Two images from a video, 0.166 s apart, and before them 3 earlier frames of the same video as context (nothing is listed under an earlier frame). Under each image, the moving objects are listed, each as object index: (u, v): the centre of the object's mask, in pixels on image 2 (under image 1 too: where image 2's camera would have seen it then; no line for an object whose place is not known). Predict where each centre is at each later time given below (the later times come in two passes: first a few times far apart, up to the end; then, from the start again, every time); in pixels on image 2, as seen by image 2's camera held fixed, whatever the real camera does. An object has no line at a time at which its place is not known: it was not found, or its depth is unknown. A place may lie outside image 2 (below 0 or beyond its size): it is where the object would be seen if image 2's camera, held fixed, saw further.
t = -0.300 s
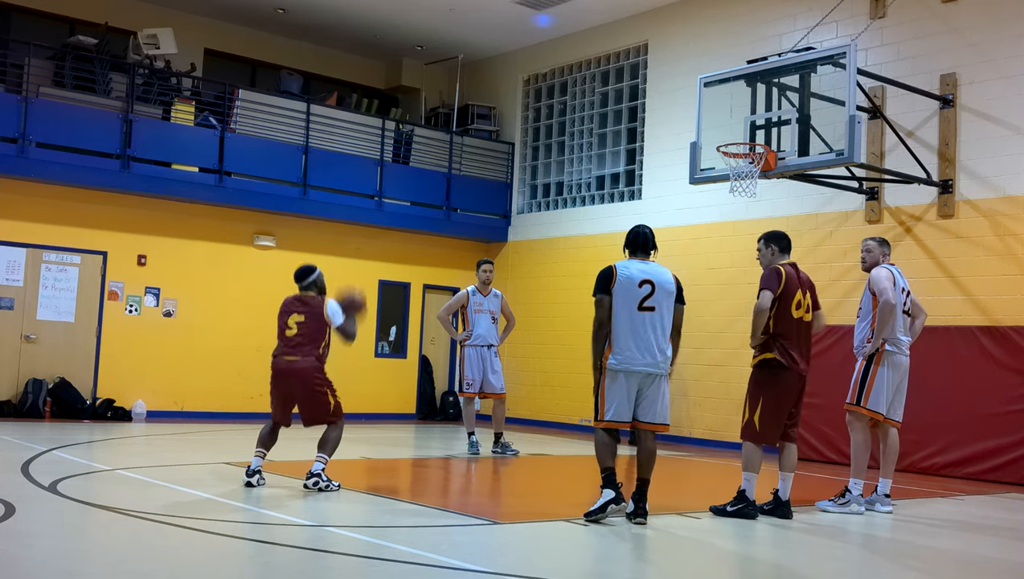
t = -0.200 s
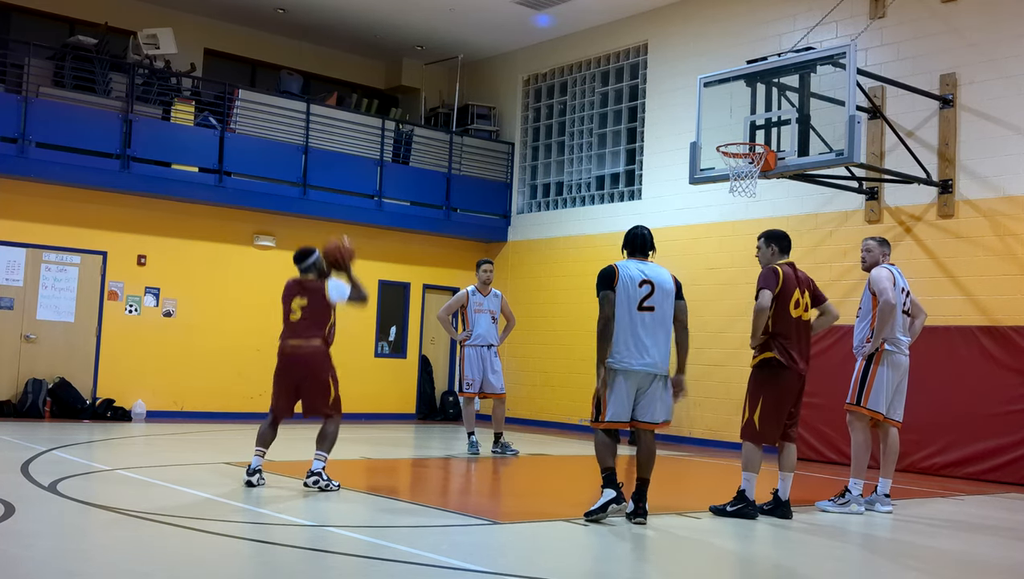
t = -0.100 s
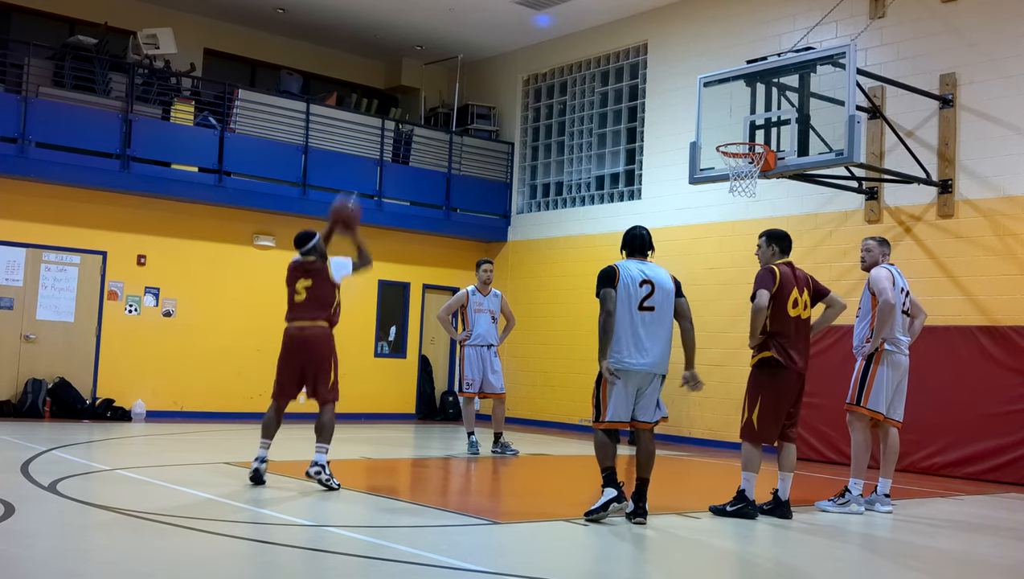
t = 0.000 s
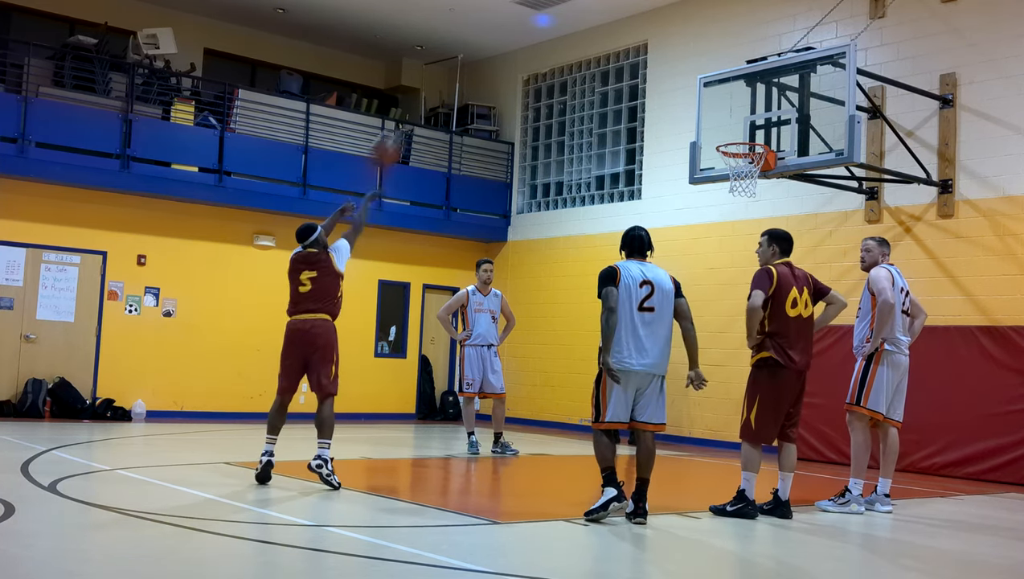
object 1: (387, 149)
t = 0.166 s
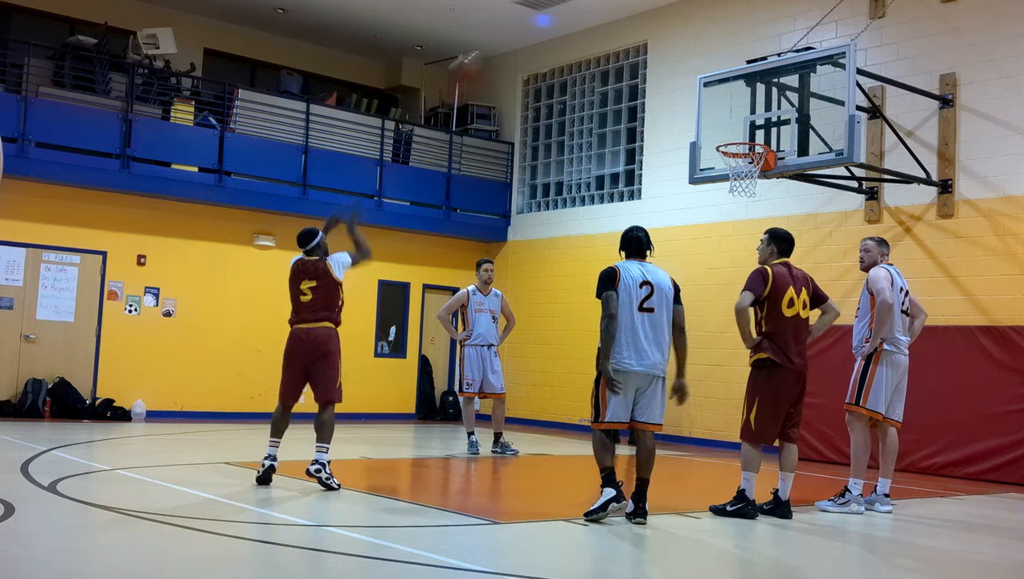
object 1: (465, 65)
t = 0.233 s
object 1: (497, 49)
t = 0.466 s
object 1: (589, 21)
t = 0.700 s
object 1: (667, 54)
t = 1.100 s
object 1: (759, 185)
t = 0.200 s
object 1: (480, 61)
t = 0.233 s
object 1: (497, 49)
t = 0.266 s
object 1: (511, 41)
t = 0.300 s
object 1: (525, 34)
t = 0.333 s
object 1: (539, 28)
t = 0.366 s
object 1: (551, 25)
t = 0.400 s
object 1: (564, 23)
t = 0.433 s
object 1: (577, 22)
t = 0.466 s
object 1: (589, 21)
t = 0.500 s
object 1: (601, 22)
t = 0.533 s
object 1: (613, 25)
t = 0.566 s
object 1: (624, 28)
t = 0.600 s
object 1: (636, 33)
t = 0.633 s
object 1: (646, 39)
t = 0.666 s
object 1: (657, 46)
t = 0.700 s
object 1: (667, 54)
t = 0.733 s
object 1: (678, 63)
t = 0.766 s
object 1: (687, 73)
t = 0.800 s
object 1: (698, 85)
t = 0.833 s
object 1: (708, 98)
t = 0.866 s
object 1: (717, 109)
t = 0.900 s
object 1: (726, 124)
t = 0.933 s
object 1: (735, 137)
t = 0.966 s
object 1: (745, 155)
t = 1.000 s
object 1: (754, 167)
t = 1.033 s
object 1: (754, 176)
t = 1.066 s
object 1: (756, 178)
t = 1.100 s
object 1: (759, 185)
